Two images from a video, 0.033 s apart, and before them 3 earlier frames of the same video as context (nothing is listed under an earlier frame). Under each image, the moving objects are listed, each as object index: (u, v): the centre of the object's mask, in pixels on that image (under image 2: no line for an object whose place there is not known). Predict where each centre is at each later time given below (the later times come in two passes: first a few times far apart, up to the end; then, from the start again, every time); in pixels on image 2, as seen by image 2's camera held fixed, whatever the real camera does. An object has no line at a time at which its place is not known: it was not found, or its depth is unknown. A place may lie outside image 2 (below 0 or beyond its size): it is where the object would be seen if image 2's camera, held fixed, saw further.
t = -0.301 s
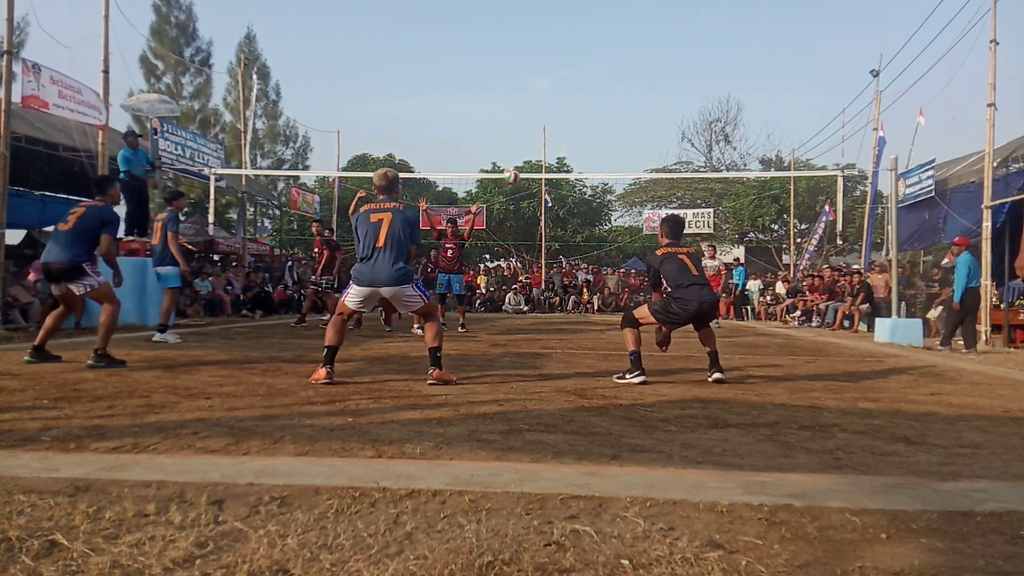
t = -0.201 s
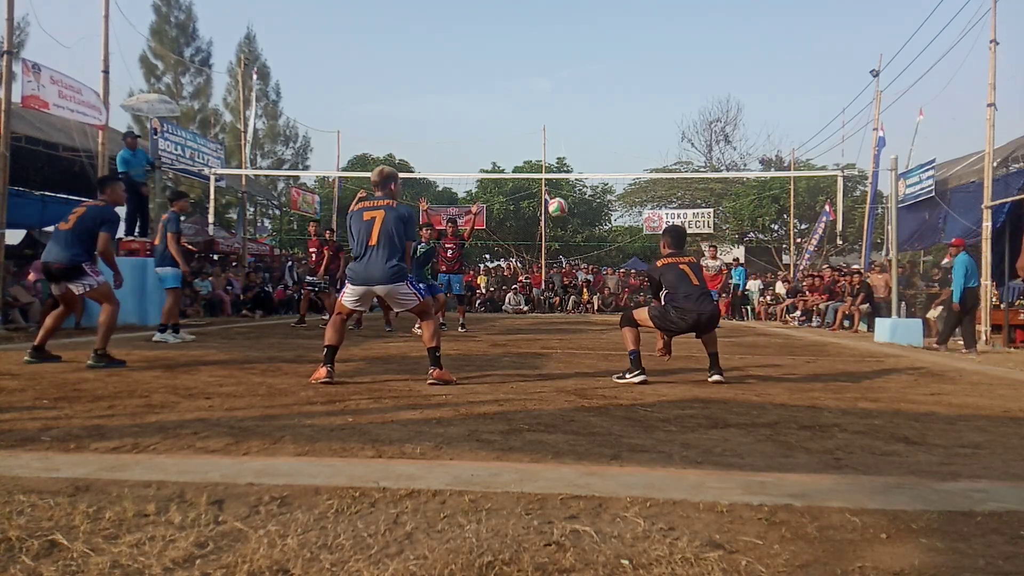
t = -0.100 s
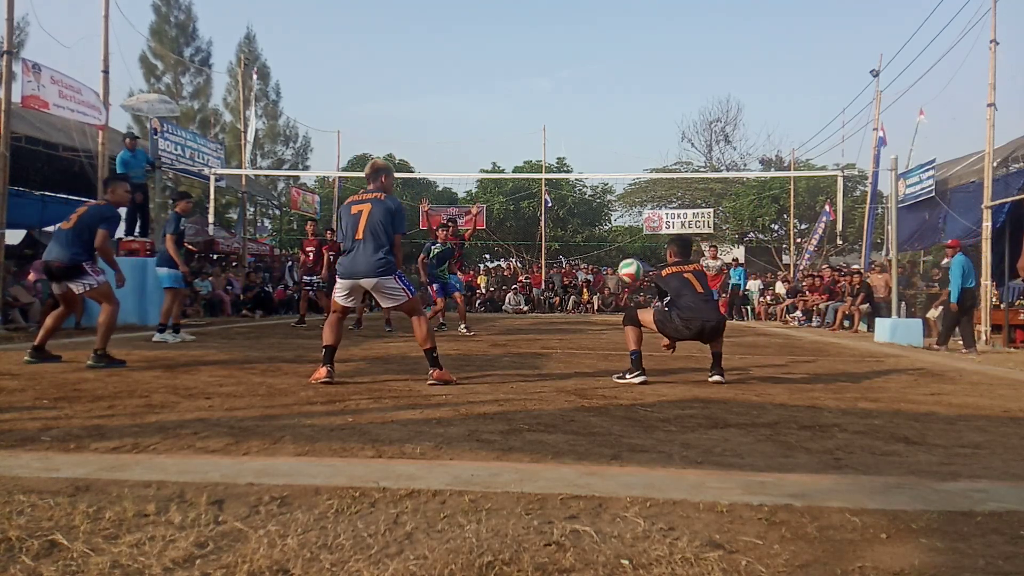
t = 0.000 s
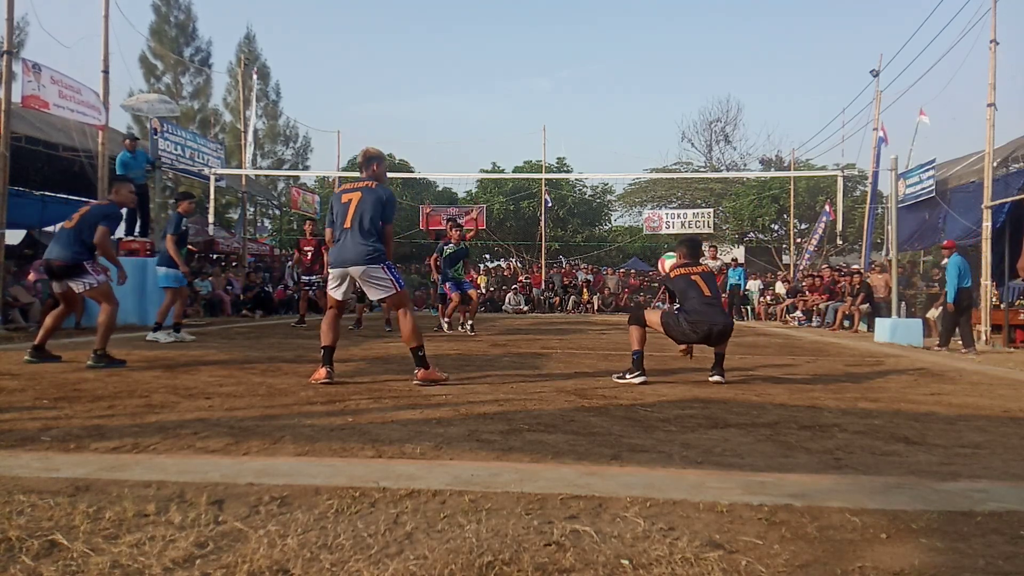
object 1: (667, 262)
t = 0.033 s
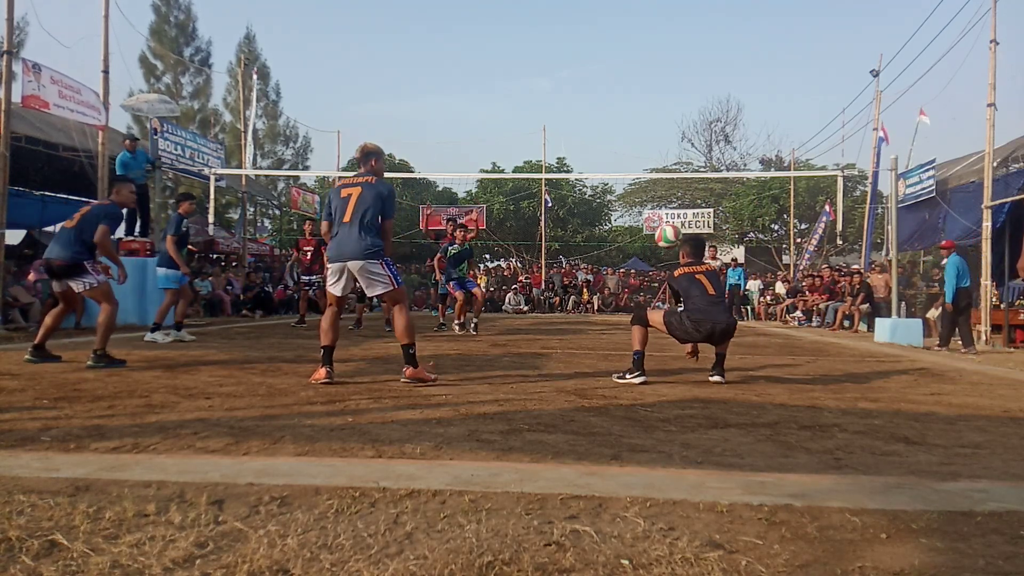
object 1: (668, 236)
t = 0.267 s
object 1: (650, 92)
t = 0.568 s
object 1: (634, 17)
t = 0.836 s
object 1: (623, 24)
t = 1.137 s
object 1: (612, 91)
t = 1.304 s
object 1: (606, 149)
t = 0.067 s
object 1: (665, 209)
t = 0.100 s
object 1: (662, 185)
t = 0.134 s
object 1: (660, 163)
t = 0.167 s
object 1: (657, 142)
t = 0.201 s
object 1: (655, 124)
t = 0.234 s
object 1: (652, 107)
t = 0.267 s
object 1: (650, 92)
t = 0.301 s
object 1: (648, 78)
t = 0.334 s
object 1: (646, 66)
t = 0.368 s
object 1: (644, 56)
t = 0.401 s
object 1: (642, 46)
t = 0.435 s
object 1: (641, 38)
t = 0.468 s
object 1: (639, 31)
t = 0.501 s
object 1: (637, 25)
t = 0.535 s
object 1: (636, 21)
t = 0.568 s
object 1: (634, 17)
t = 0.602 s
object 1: (633, 15)
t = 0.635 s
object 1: (631, 13)
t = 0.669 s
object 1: (630, 13)
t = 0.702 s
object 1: (628, 14)
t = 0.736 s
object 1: (627, 15)
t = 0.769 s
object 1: (626, 17)
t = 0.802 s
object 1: (625, 20)
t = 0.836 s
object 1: (623, 24)
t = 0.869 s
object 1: (622, 28)
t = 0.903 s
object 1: (621, 34)
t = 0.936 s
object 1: (619, 40)
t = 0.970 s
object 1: (618, 47)
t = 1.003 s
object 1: (617, 54)
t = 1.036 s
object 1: (616, 63)
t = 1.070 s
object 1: (615, 71)
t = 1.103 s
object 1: (613, 81)
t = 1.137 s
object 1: (612, 91)
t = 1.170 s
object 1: (611, 102)
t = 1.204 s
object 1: (610, 113)
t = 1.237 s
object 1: (609, 125)
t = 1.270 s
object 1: (607, 137)
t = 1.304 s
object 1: (606, 149)
